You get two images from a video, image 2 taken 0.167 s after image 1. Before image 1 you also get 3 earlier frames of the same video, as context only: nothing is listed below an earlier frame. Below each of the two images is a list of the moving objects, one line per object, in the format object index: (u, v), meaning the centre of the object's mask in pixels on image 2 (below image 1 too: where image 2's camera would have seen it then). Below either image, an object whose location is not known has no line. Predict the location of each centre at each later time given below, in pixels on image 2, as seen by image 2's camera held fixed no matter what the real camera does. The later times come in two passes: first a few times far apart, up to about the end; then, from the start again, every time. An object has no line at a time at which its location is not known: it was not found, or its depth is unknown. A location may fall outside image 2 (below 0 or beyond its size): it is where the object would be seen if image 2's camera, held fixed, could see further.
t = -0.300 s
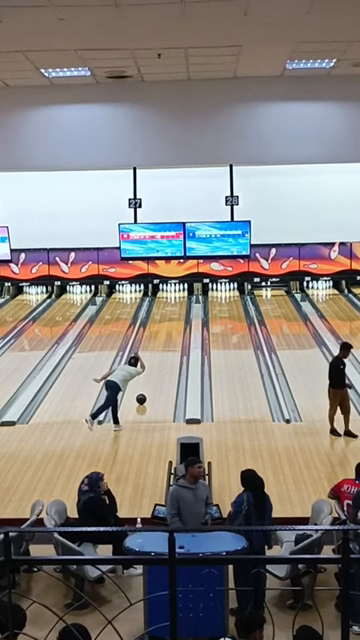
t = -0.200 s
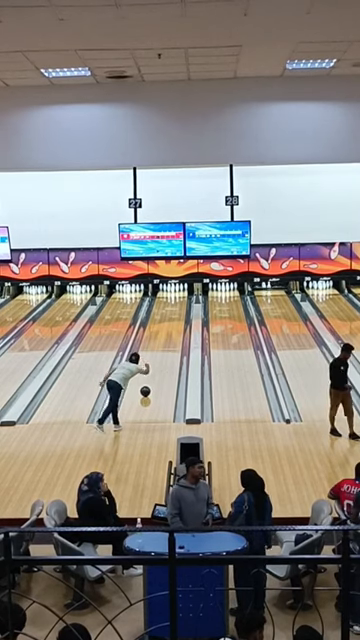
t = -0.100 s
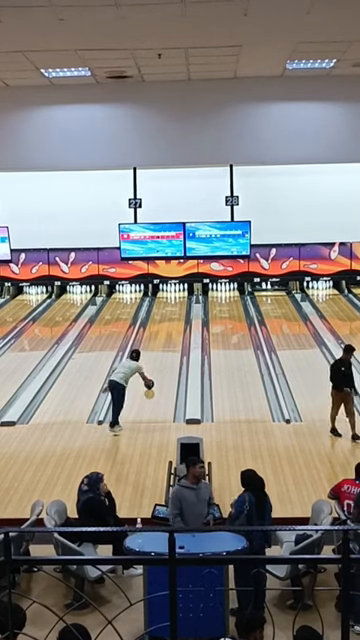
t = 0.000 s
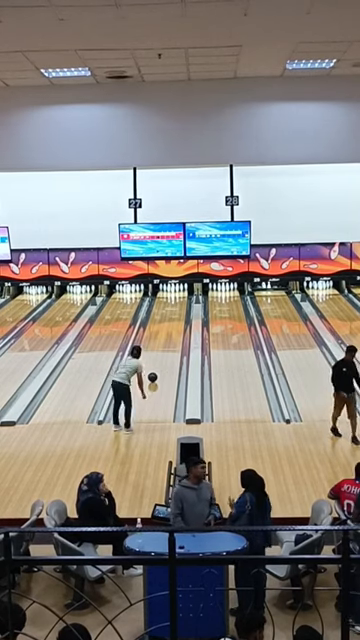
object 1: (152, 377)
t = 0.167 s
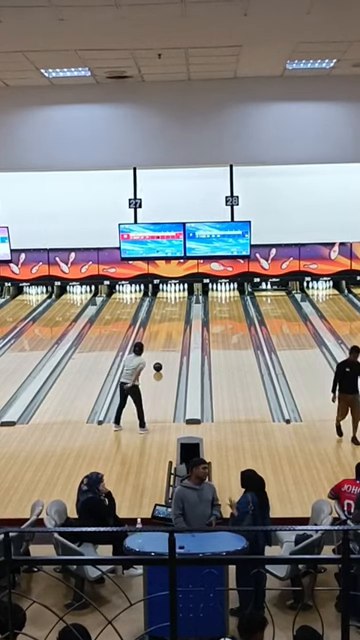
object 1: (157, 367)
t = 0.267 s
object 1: (160, 361)
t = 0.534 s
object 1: (166, 347)
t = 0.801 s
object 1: (171, 335)
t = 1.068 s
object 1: (176, 325)
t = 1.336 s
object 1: (179, 316)
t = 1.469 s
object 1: (180, 312)
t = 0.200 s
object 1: (158, 365)
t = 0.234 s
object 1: (159, 363)
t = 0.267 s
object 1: (160, 361)
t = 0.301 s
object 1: (160, 359)
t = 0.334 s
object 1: (162, 358)
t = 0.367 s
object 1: (162, 356)
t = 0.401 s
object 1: (163, 354)
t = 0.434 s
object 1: (164, 352)
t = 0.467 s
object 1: (165, 351)
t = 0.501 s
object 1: (165, 349)
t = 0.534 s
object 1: (166, 347)
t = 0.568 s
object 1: (167, 346)
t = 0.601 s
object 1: (168, 344)
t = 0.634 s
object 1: (168, 342)
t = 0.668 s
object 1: (169, 341)
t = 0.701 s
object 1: (170, 340)
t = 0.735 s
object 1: (170, 338)
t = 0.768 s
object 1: (171, 336)
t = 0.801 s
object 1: (171, 335)
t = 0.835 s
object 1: (172, 334)
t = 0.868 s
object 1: (173, 332)
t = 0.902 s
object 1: (173, 331)
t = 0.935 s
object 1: (174, 330)
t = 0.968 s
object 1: (174, 328)
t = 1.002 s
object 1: (175, 327)
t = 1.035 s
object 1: (175, 326)
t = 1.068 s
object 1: (176, 325)
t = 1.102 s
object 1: (176, 324)
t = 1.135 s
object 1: (177, 323)
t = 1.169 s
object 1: (177, 321)
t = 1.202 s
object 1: (178, 320)
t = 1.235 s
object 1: (178, 319)
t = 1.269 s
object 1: (178, 318)
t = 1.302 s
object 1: (179, 317)
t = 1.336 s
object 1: (179, 316)
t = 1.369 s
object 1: (179, 315)
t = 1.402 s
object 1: (180, 314)
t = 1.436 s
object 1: (179, 313)
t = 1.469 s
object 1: (180, 312)
